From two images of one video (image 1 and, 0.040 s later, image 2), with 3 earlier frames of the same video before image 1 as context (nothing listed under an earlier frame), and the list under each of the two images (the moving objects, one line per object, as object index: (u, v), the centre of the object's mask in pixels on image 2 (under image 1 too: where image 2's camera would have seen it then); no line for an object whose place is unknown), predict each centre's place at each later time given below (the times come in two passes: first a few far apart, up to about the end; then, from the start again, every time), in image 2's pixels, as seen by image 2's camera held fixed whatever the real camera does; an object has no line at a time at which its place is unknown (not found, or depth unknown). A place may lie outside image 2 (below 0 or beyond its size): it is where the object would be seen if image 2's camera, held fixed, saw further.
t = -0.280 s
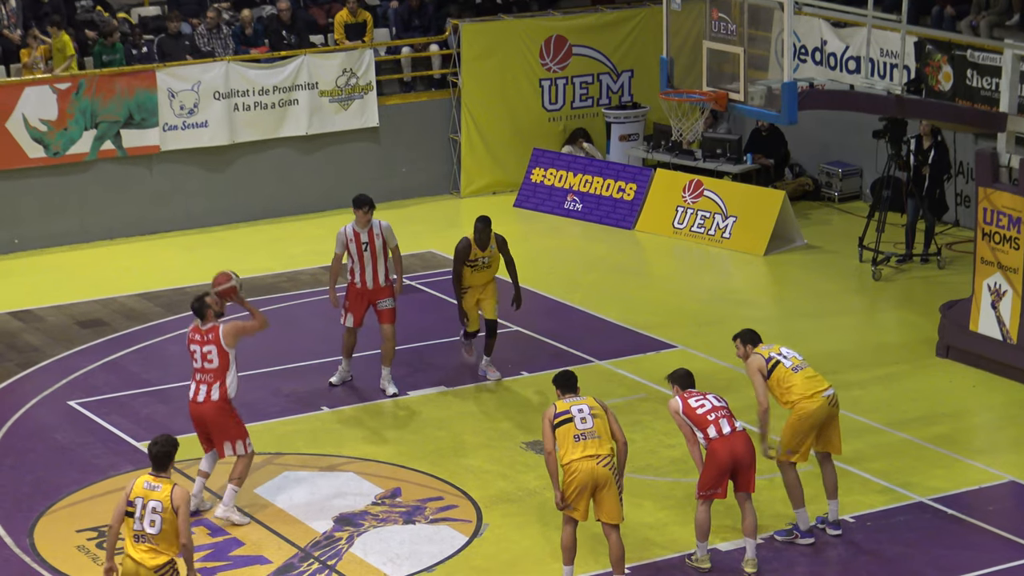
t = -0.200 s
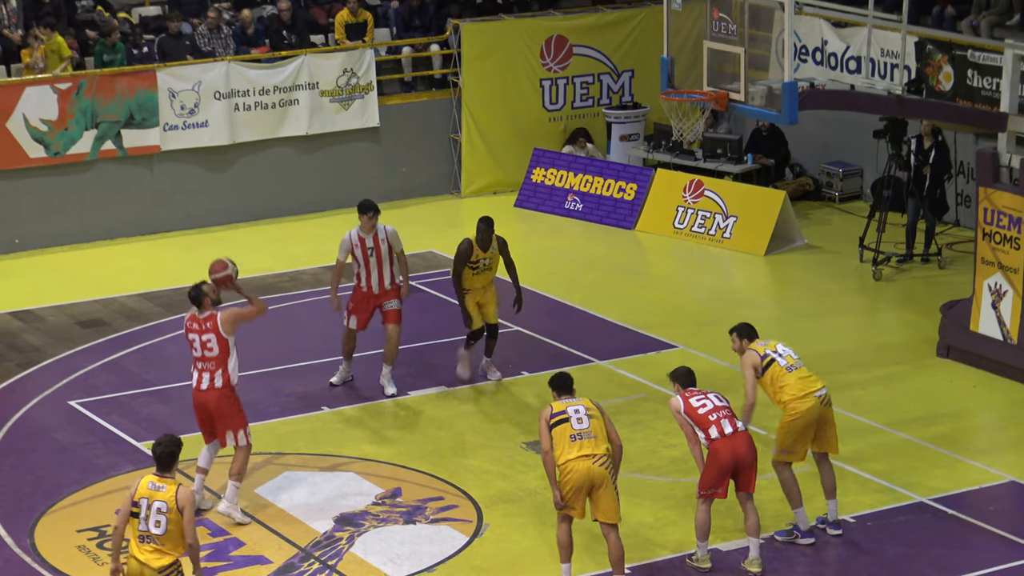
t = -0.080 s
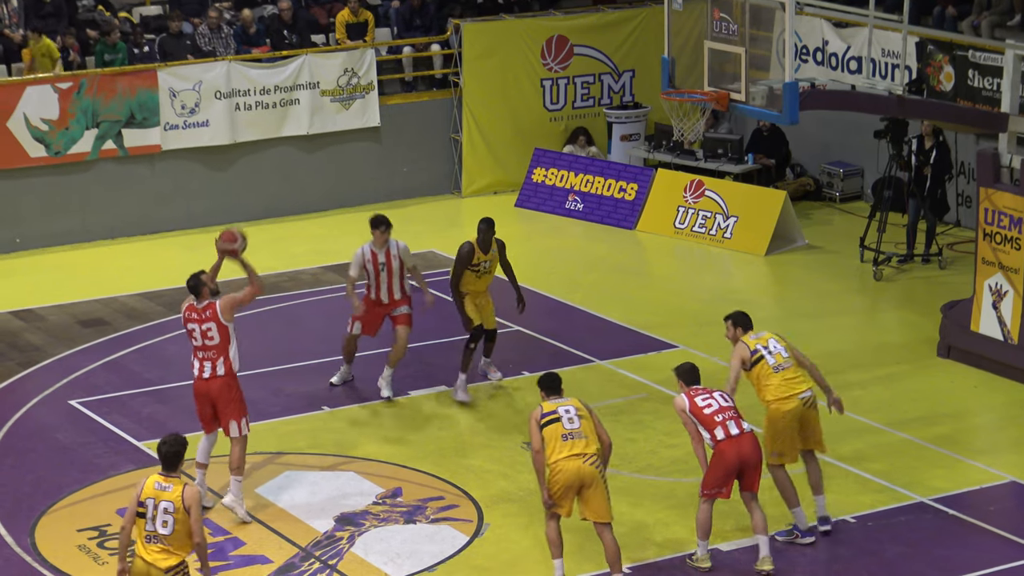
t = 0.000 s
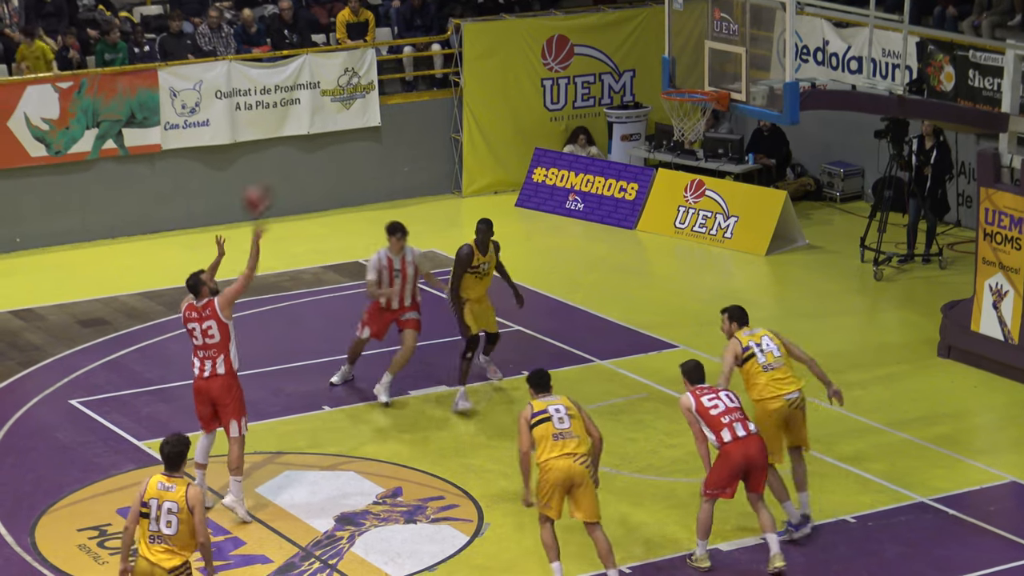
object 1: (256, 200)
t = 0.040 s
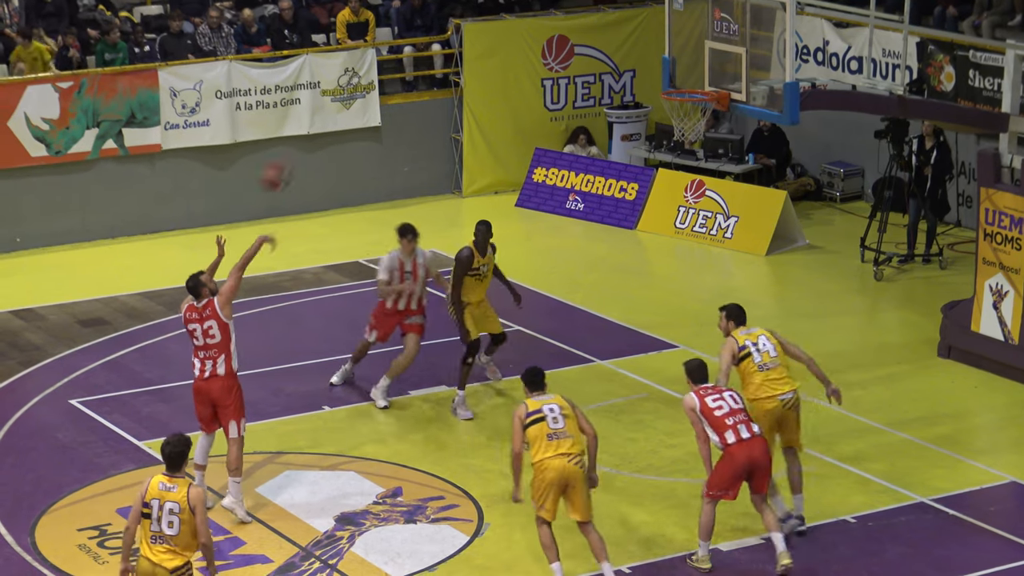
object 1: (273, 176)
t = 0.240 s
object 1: (370, 80)
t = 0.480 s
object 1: (484, 27)
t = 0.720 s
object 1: (593, 41)
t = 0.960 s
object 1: (657, 63)
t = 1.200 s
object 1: (657, 47)
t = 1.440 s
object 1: (656, 94)
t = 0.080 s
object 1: (294, 152)
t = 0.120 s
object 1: (313, 131)
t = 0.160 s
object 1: (333, 113)
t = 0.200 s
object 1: (352, 95)
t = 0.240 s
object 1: (370, 80)
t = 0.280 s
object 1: (390, 66)
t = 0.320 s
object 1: (409, 57)
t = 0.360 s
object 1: (429, 45)
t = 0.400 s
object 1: (446, 37)
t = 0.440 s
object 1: (466, 31)
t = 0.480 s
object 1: (484, 27)
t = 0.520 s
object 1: (503, 25)
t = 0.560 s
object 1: (521, 25)
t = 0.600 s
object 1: (539, 26)
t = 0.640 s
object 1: (557, 30)
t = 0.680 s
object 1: (575, 34)
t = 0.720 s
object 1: (593, 41)
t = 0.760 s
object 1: (610, 50)
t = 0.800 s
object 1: (628, 61)
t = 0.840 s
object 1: (645, 72)
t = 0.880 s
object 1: (657, 83)
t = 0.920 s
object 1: (657, 73)
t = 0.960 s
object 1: (657, 63)
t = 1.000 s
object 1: (658, 57)
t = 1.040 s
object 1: (657, 52)
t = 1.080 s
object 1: (659, 48)
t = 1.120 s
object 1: (658, 46)
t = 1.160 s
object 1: (658, 46)
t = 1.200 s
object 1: (657, 47)
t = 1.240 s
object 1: (658, 51)
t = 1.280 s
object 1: (658, 57)
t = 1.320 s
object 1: (658, 64)
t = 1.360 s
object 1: (655, 73)
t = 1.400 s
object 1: (657, 82)
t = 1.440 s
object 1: (656, 94)
